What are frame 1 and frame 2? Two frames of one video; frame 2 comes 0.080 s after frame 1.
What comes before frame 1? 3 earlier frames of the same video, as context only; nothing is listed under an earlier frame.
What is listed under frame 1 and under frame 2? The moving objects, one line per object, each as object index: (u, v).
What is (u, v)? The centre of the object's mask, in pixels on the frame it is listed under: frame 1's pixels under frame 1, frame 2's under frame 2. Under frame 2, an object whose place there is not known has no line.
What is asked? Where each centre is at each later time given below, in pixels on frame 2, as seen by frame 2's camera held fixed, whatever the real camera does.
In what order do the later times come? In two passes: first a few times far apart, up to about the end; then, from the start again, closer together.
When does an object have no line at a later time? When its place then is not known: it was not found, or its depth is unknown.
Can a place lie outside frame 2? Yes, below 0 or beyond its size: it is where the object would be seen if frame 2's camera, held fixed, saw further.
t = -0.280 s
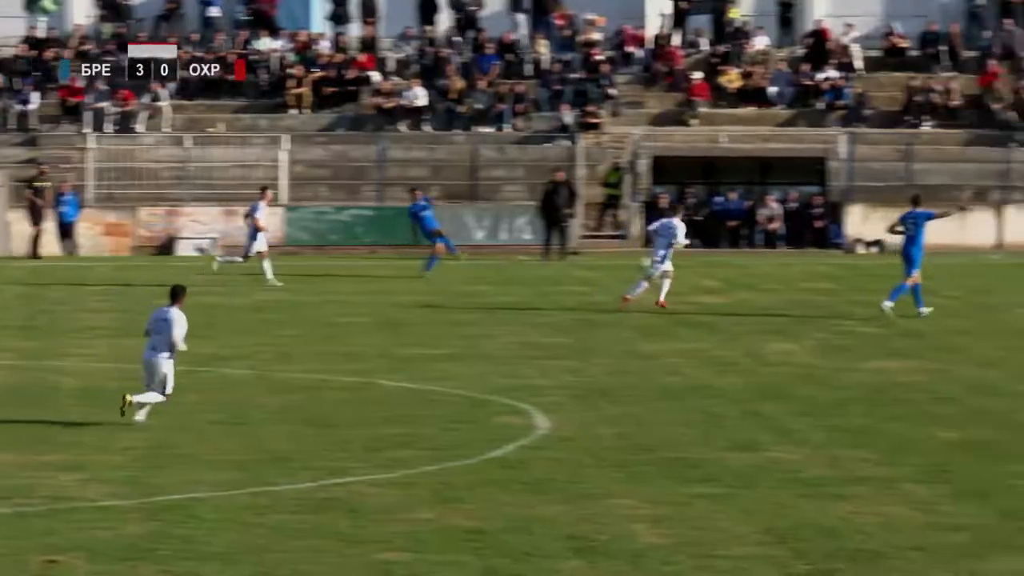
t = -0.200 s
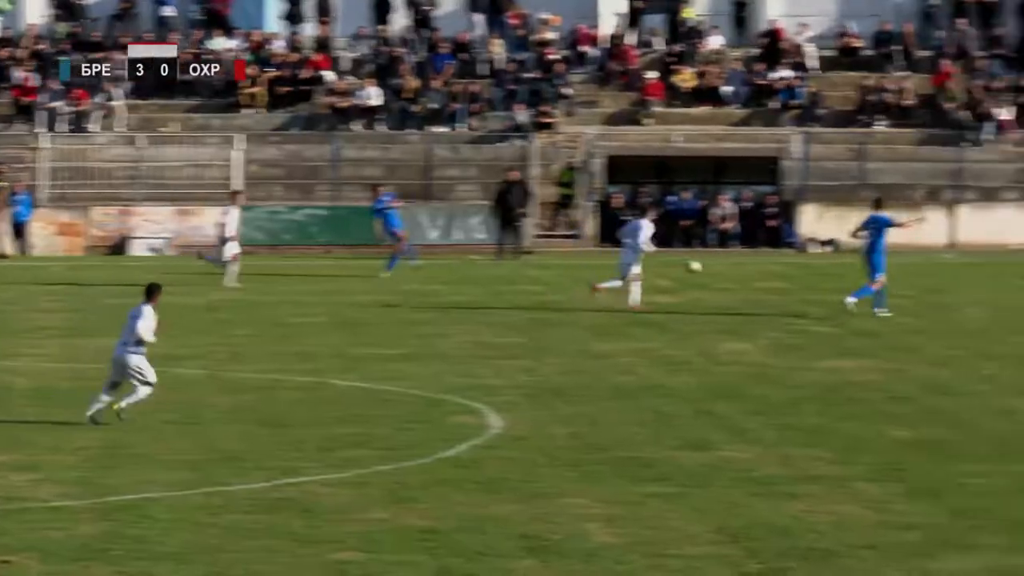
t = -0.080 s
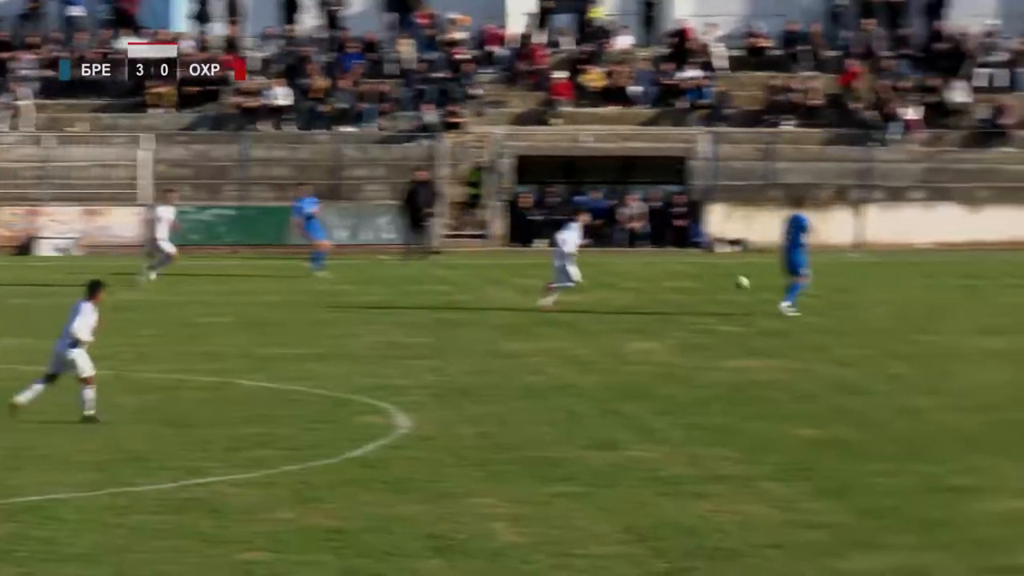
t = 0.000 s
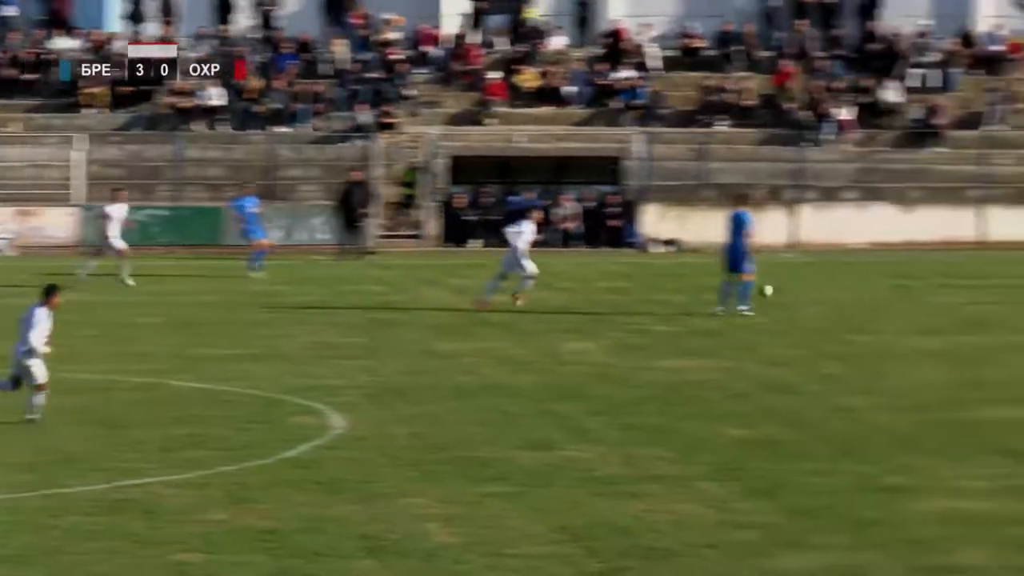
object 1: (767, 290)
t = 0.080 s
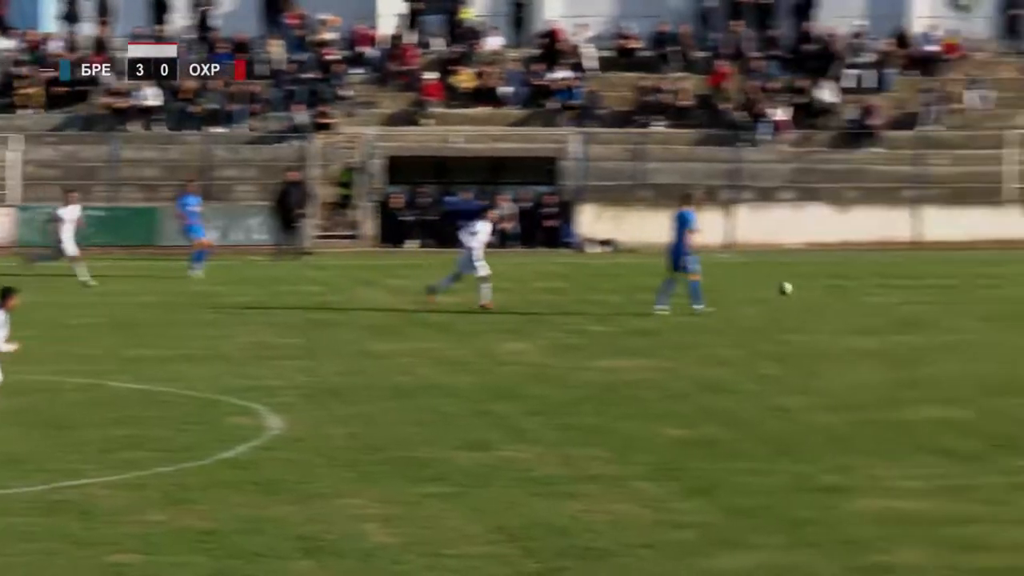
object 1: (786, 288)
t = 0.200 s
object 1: (910, 295)
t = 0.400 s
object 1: (1088, 285)
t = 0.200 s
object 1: (910, 295)
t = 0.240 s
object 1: (950, 298)
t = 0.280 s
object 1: (984, 294)
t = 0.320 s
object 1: (1017, 289)
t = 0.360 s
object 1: (1052, 287)
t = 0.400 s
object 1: (1088, 285)
